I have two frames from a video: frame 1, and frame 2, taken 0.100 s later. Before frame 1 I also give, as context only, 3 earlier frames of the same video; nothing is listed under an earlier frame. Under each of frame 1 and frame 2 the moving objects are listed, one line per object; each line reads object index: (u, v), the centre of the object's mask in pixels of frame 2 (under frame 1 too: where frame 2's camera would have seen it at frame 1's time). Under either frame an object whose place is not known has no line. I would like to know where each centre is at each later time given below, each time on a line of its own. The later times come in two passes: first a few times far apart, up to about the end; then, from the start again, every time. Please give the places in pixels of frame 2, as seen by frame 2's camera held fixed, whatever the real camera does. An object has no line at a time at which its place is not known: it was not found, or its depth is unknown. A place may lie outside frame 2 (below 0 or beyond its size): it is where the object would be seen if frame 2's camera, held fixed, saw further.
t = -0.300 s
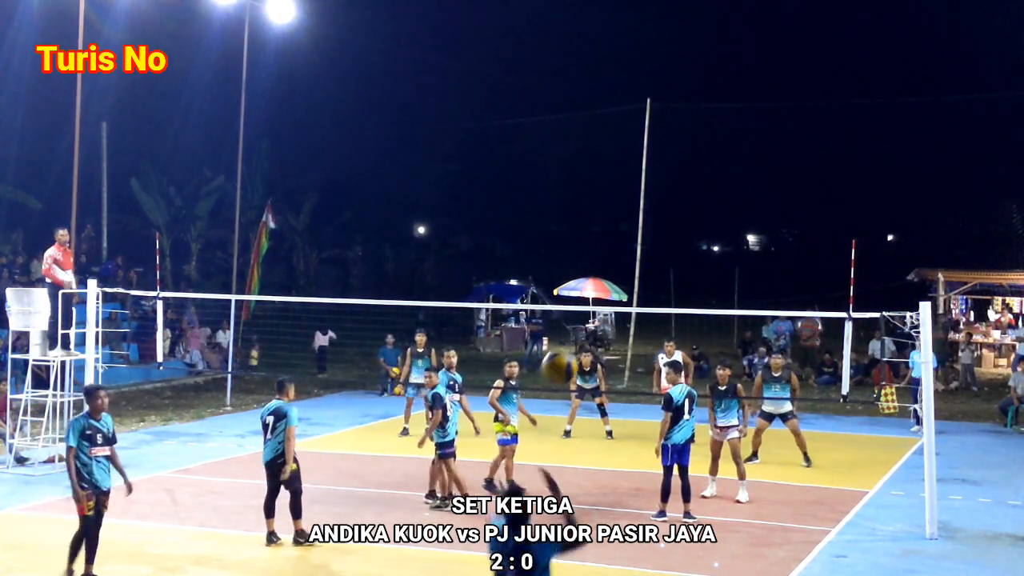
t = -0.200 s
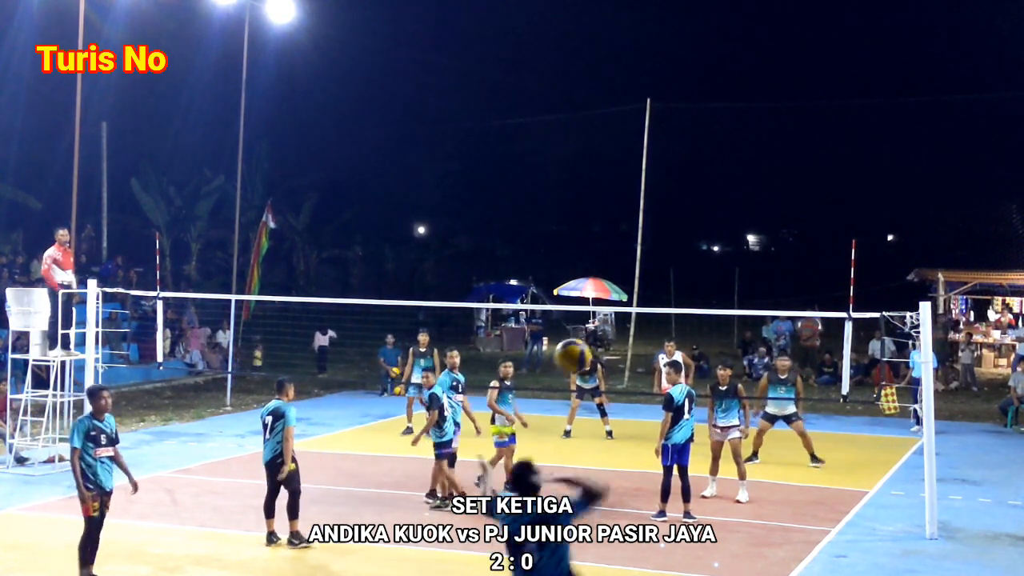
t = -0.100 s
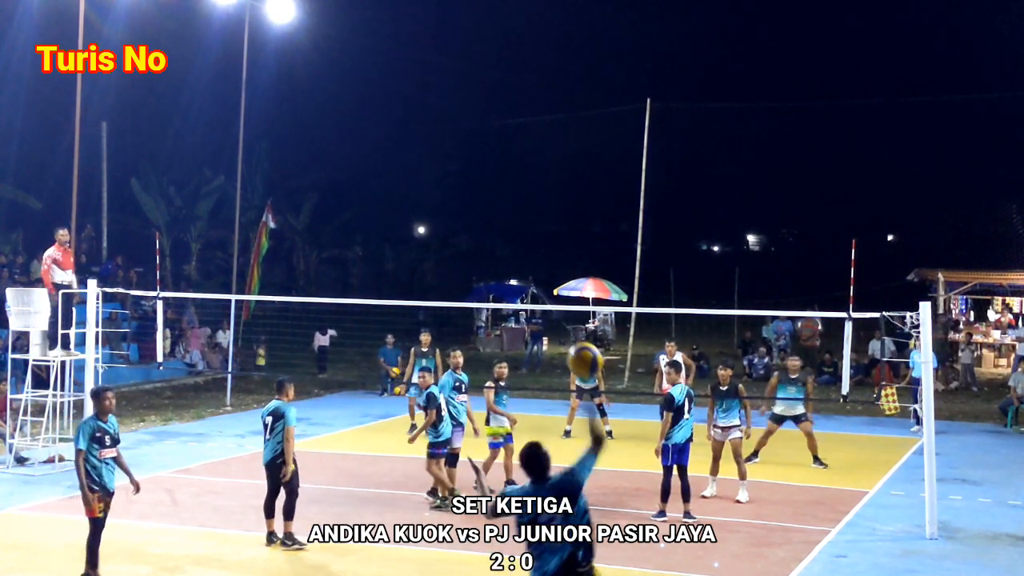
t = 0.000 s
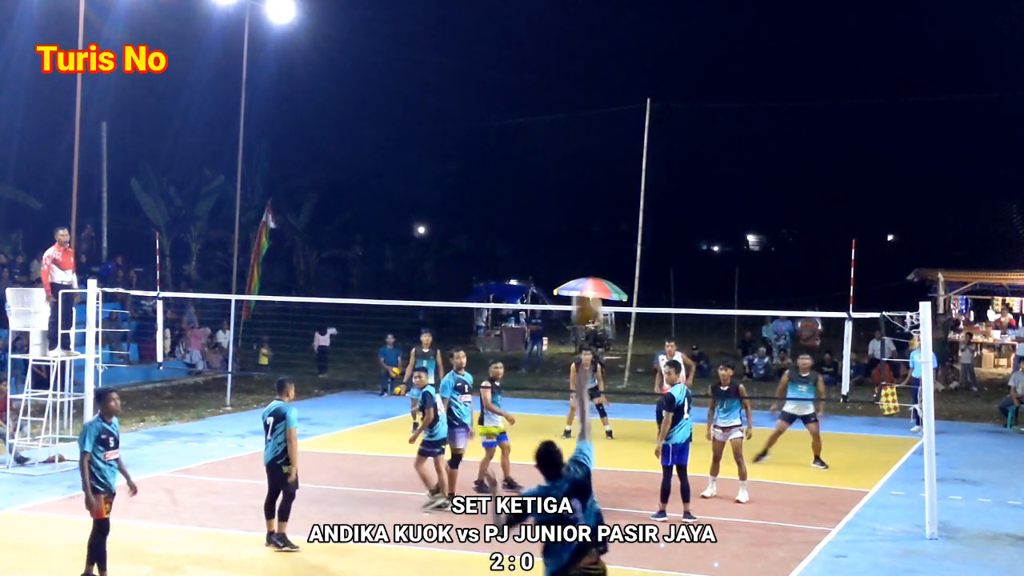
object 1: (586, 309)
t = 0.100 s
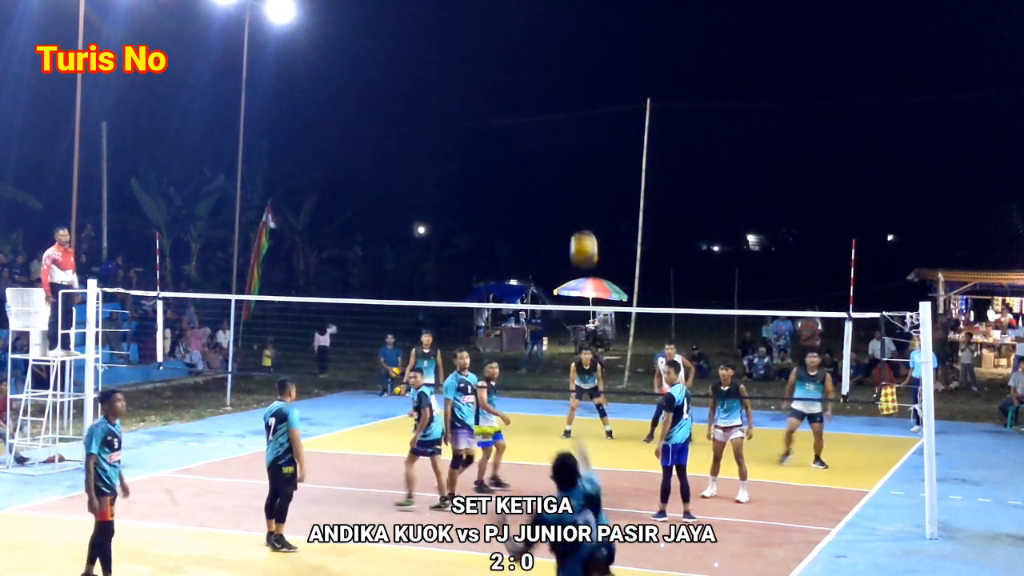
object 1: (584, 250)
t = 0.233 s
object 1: (583, 204)
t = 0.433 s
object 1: (590, 183)
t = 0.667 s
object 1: (598, 194)
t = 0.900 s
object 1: (609, 235)
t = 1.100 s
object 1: (613, 283)
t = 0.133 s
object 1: (583, 235)
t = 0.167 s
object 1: (583, 222)
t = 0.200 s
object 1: (583, 213)
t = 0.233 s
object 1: (583, 204)
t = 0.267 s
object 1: (584, 197)
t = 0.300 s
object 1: (585, 192)
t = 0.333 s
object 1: (586, 189)
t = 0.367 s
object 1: (587, 186)
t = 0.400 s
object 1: (589, 184)
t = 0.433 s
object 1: (590, 183)
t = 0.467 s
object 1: (591, 183)
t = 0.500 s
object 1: (592, 183)
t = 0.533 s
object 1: (593, 184)
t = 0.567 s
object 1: (594, 186)
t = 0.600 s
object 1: (596, 188)
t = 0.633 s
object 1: (597, 191)
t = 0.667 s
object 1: (598, 194)
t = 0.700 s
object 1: (600, 198)
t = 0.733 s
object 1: (601, 203)
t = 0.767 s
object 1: (603, 208)
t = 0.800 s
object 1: (605, 214)
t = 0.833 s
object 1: (607, 220)
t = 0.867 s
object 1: (608, 227)
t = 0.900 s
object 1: (609, 235)
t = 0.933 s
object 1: (610, 243)
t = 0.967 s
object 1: (611, 251)
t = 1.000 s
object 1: (611, 259)
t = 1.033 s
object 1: (612, 268)
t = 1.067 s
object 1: (613, 277)
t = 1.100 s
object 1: (613, 283)
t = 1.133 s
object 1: (614, 296)
